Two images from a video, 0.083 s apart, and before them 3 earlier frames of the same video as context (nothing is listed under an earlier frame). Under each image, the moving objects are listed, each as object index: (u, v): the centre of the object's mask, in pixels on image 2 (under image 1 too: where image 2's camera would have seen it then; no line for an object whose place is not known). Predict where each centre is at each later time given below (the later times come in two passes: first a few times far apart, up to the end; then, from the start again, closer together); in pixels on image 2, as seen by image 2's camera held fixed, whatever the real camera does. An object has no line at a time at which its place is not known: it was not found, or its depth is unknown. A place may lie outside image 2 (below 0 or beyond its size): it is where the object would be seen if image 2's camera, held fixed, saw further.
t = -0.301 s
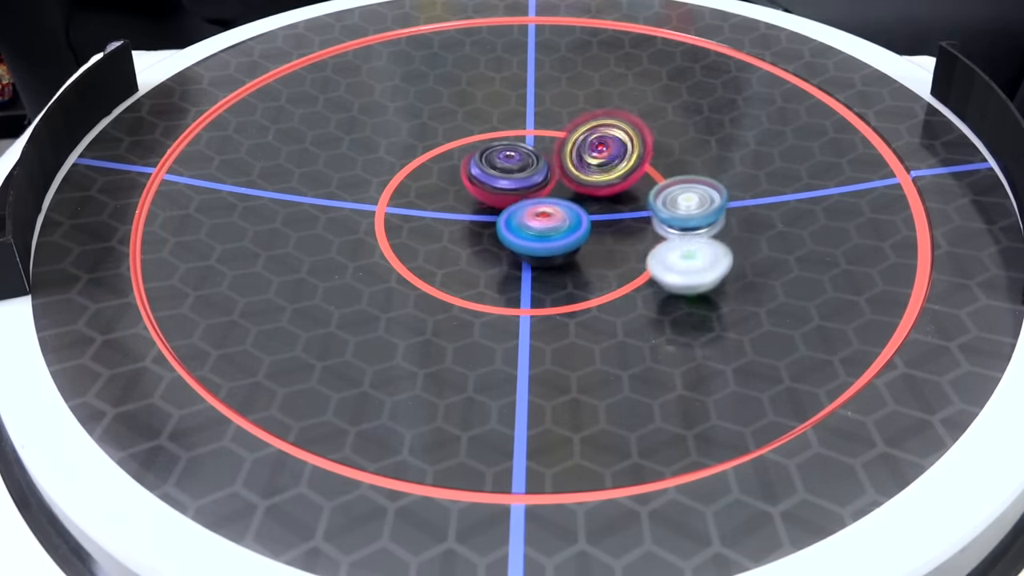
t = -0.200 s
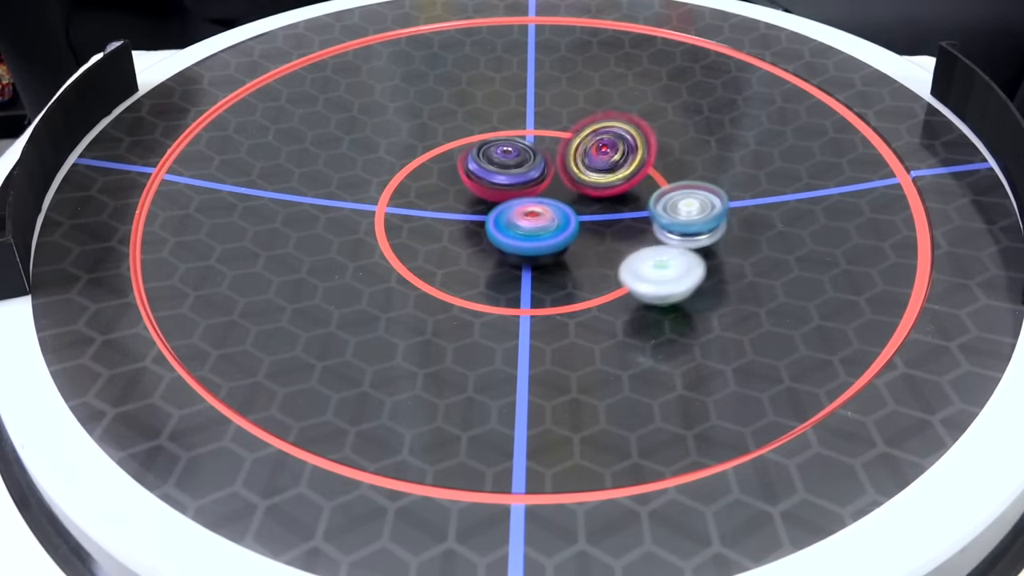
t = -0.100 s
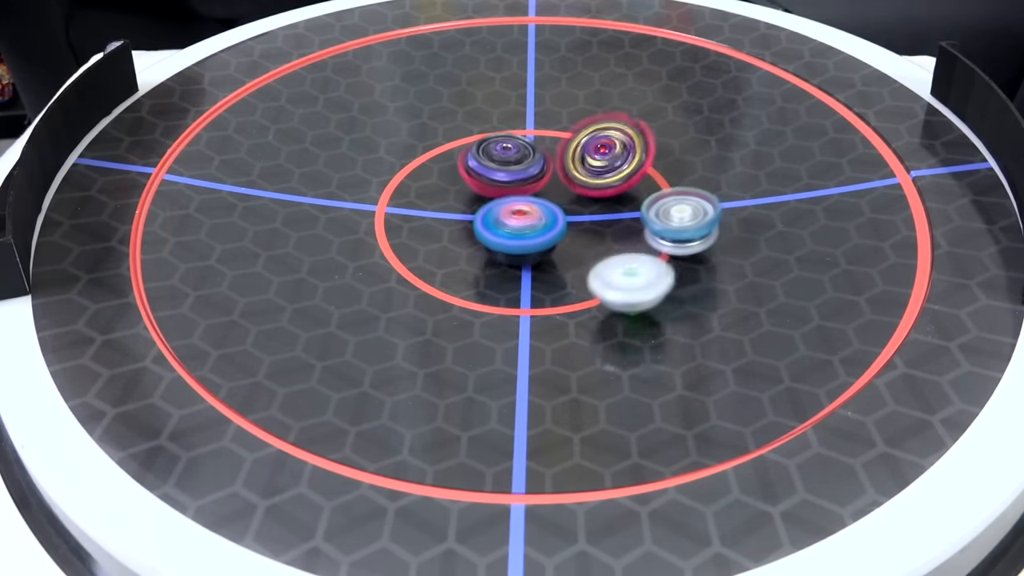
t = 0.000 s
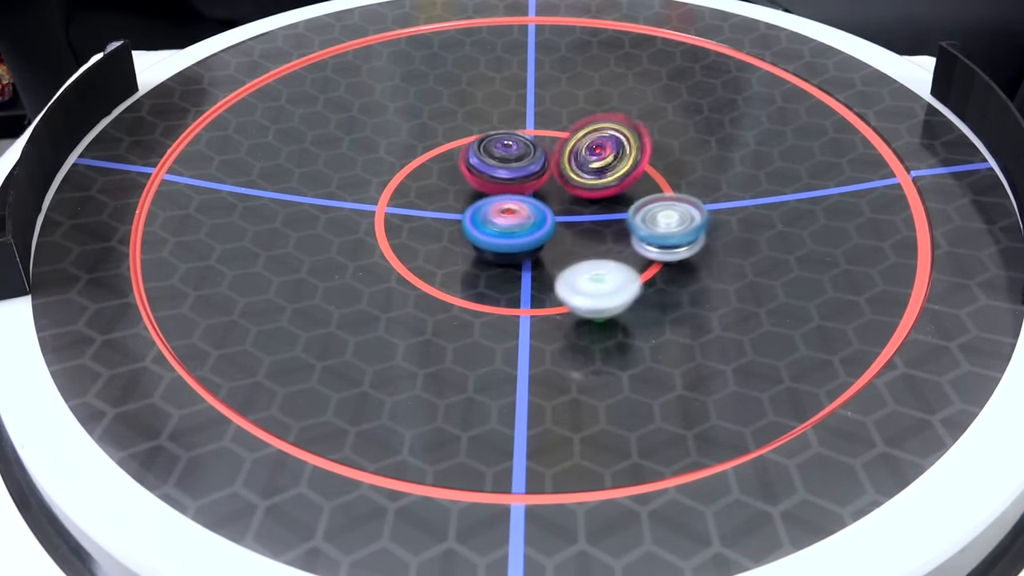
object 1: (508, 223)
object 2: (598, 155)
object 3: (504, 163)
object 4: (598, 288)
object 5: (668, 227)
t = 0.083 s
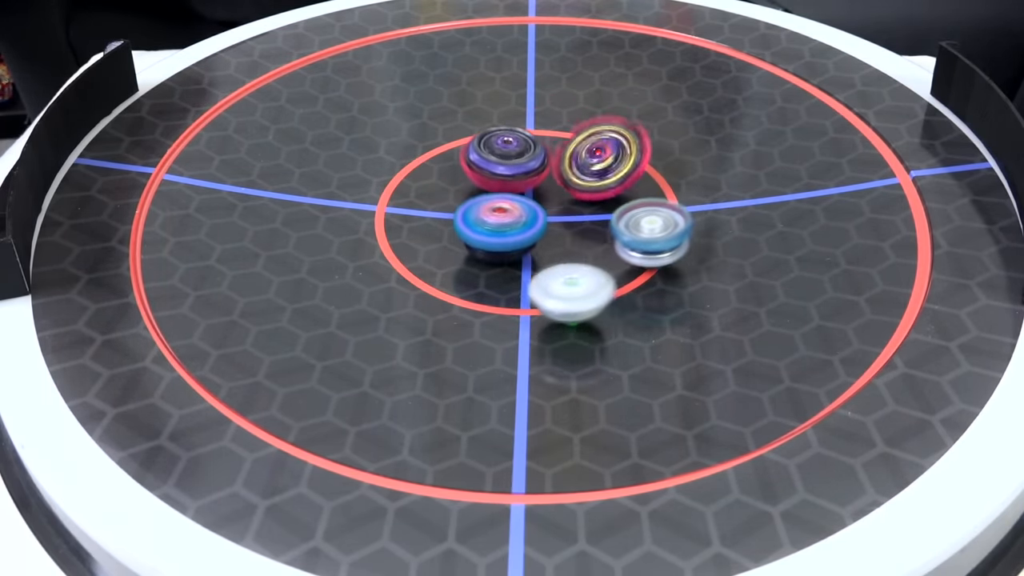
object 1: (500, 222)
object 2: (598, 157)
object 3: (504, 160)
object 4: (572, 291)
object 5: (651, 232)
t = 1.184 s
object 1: (463, 180)
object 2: (621, 212)
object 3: (559, 181)
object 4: (392, 215)
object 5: (499, 226)
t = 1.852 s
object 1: (492, 128)
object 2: (537, 252)
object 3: (569, 196)
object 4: (420, 168)
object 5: (458, 235)
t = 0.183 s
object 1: (491, 220)
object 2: (601, 160)
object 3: (506, 157)
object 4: (541, 294)
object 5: (628, 238)
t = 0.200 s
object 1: (490, 219)
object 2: (602, 160)
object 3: (508, 157)
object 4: (536, 294)
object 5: (624, 239)
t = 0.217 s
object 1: (489, 219)
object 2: (604, 161)
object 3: (508, 156)
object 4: (531, 294)
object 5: (619, 240)
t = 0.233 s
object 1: (488, 219)
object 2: (604, 162)
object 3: (508, 156)
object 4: (526, 294)
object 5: (615, 241)
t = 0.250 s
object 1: (487, 218)
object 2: (604, 162)
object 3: (509, 156)
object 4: (522, 294)
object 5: (611, 241)
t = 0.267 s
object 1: (486, 218)
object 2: (604, 163)
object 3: (510, 156)
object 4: (517, 294)
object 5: (607, 242)
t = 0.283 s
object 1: (485, 217)
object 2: (605, 163)
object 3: (510, 156)
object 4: (512, 294)
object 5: (604, 241)
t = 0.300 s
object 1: (484, 217)
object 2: (606, 164)
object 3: (511, 156)
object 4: (508, 294)
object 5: (600, 241)
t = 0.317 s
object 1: (483, 217)
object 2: (607, 164)
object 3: (512, 156)
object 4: (504, 294)
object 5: (597, 241)
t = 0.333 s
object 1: (483, 216)
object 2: (608, 165)
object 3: (513, 156)
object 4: (499, 294)
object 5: (594, 240)
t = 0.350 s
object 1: (482, 216)
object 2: (607, 166)
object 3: (513, 156)
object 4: (495, 294)
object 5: (591, 240)
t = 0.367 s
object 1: (482, 215)
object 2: (608, 166)
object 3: (514, 156)
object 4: (491, 293)
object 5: (589, 239)
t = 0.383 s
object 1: (482, 215)
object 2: (609, 166)
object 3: (515, 157)
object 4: (486, 292)
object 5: (586, 238)
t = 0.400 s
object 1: (481, 214)
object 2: (611, 166)
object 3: (516, 157)
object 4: (482, 292)
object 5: (584, 238)
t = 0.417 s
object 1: (481, 214)
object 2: (611, 168)
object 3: (517, 157)
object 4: (478, 291)
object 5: (581, 238)
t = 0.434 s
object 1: (480, 213)
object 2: (611, 168)
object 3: (518, 158)
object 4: (474, 290)
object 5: (578, 237)
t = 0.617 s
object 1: (478, 204)
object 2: (615, 176)
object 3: (530, 162)
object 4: (434, 279)
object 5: (543, 240)
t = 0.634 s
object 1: (478, 203)
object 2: (616, 177)
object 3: (532, 162)
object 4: (431, 278)
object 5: (539, 241)
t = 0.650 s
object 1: (478, 202)
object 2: (617, 178)
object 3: (533, 163)
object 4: (427, 276)
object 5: (536, 242)
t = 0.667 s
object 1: (477, 201)
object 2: (617, 178)
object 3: (534, 163)
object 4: (424, 275)
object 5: (533, 242)
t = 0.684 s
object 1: (475, 200)
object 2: (617, 180)
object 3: (536, 163)
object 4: (422, 273)
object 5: (530, 243)
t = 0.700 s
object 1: (474, 200)
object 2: (618, 182)
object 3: (538, 164)
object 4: (419, 272)
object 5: (527, 243)
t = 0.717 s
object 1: (473, 199)
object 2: (617, 183)
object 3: (538, 164)
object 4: (416, 270)
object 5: (524, 243)
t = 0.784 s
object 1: (469, 196)
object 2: (621, 188)
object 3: (543, 167)
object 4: (406, 263)
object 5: (515, 243)
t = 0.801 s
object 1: (468, 195)
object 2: (622, 189)
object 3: (543, 167)
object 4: (403, 261)
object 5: (513, 242)
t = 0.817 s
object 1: (467, 195)
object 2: (621, 190)
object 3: (545, 167)
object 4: (401, 260)
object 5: (511, 241)
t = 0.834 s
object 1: (467, 194)
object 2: (623, 192)
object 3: (546, 168)
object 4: (399, 258)
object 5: (510, 241)
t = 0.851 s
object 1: (466, 193)
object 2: (623, 192)
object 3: (546, 169)
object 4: (397, 256)
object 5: (510, 240)
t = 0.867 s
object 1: (466, 193)
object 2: (624, 193)
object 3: (548, 170)
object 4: (396, 254)
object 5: (510, 239)
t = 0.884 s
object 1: (465, 192)
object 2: (625, 195)
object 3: (549, 171)
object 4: (394, 252)
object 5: (510, 237)
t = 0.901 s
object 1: (465, 192)
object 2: (624, 195)
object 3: (549, 171)
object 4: (393, 250)
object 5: (511, 237)
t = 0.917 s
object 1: (465, 191)
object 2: (625, 197)
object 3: (550, 172)
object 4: (392, 248)
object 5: (512, 236)
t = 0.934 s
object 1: (464, 190)
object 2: (625, 198)
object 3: (550, 172)
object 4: (391, 246)
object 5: (513, 235)
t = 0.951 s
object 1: (464, 190)
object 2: (625, 198)
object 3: (551, 173)
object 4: (389, 244)
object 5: (514, 234)
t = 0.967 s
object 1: (465, 189)
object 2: (626, 199)
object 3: (552, 173)
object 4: (388, 242)
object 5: (515, 233)
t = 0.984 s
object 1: (464, 189)
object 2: (626, 199)
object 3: (553, 174)
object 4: (388, 240)
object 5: (515, 233)
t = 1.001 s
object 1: (464, 188)
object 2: (626, 200)
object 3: (554, 175)
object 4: (387, 238)
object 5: (515, 232)
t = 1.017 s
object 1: (464, 187)
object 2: (626, 202)
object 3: (555, 175)
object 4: (387, 236)
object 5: (514, 231)
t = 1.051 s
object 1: (464, 186)
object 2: (625, 203)
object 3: (556, 176)
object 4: (387, 232)
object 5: (512, 230)
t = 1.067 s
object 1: (463, 185)
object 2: (625, 203)
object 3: (556, 177)
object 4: (387, 230)
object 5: (511, 229)
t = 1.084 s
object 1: (463, 185)
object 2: (625, 205)
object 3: (557, 178)
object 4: (387, 228)
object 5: (509, 229)
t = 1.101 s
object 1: (462, 184)
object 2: (624, 206)
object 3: (558, 178)
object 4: (387, 226)
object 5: (508, 228)
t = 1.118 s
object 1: (462, 183)
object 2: (624, 207)
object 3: (558, 179)
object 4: (388, 224)
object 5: (506, 227)
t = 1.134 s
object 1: (462, 182)
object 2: (623, 208)
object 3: (558, 179)
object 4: (389, 221)
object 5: (505, 227)
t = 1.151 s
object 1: (462, 181)
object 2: (623, 209)
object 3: (558, 180)
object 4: (390, 219)
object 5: (503, 227)
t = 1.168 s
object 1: (462, 181)
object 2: (622, 211)
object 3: (559, 181)
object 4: (391, 217)
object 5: (501, 226)
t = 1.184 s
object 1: (463, 180)
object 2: (621, 212)
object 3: (559, 181)
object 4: (392, 215)
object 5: (499, 226)
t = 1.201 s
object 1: (463, 179)
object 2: (620, 214)
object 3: (559, 182)
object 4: (393, 213)
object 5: (498, 226)
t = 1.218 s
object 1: (463, 178)
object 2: (618, 215)
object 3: (559, 182)
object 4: (395, 211)
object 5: (496, 226)
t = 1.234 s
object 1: (464, 177)
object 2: (617, 216)
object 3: (559, 183)
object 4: (396, 209)
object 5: (494, 226)
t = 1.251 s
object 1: (465, 176)
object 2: (617, 217)
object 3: (559, 183)
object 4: (398, 207)
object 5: (493, 226)
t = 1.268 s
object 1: (465, 175)
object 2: (615, 218)
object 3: (558, 184)
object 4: (400, 206)
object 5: (491, 226)
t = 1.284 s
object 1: (467, 173)
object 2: (615, 219)
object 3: (558, 184)
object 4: (398, 205)
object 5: (490, 226)
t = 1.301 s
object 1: (470, 172)
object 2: (613, 220)
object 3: (559, 185)
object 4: (393, 204)
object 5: (489, 225)
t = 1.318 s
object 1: (471, 169)
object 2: (611, 221)
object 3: (560, 186)
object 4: (390, 204)
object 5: (489, 225)
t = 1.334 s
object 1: (471, 167)
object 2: (611, 221)
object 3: (560, 187)
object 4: (387, 204)
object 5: (488, 224)
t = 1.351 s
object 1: (471, 165)
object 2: (610, 223)
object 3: (561, 188)
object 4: (384, 203)
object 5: (487, 224)
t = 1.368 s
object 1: (472, 162)
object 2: (609, 224)
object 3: (561, 188)
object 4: (382, 203)
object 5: (487, 223)
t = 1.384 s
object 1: (472, 160)
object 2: (607, 226)
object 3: (562, 189)
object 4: (381, 202)
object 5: (487, 223)
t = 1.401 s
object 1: (473, 158)
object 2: (604, 228)
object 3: (562, 189)
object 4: (381, 202)
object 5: (487, 222)
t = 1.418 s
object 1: (473, 157)
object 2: (602, 230)
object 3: (562, 190)
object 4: (380, 202)
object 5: (488, 221)
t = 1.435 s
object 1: (474, 154)
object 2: (600, 231)
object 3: (562, 191)
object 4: (380, 201)
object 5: (488, 221)
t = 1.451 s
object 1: (474, 153)
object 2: (597, 233)
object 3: (562, 191)
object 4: (380, 200)
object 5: (489, 220)
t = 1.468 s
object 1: (474, 151)
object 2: (595, 234)
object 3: (563, 192)
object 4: (381, 200)
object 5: (489, 219)
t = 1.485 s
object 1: (475, 150)
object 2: (592, 236)
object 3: (562, 192)
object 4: (381, 199)
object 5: (490, 219)
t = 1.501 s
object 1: (476, 148)
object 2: (589, 238)
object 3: (562, 192)
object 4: (382, 199)
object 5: (490, 218)
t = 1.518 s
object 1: (476, 147)
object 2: (586, 239)
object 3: (562, 193)
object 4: (383, 198)
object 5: (490, 217)
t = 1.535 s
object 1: (477, 146)
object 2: (583, 240)
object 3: (564, 193)
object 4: (384, 198)
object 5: (483, 218)
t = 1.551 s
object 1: (478, 144)
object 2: (581, 241)
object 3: (566, 193)
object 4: (386, 197)
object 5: (475, 218)
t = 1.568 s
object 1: (478, 142)
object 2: (578, 243)
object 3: (568, 193)
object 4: (387, 197)
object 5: (468, 218)
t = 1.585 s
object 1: (479, 141)
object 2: (575, 244)
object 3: (570, 193)
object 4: (388, 196)
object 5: (461, 219)
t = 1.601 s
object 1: (480, 140)
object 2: (572, 244)
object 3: (571, 193)
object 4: (390, 195)
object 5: (456, 220)
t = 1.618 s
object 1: (481, 139)
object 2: (570, 245)
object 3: (571, 194)
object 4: (390, 192)
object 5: (452, 221)
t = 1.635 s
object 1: (482, 138)
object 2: (567, 246)
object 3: (571, 194)
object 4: (389, 189)
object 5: (450, 225)
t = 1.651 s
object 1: (483, 137)
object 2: (565, 246)
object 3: (572, 194)
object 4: (390, 187)
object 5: (448, 228)
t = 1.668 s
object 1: (483, 136)
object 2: (563, 247)
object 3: (573, 194)
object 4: (391, 184)
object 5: (447, 230)
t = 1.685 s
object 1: (484, 135)
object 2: (561, 247)
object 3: (572, 194)
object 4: (392, 183)
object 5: (446, 231)
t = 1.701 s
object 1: (485, 134)
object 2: (558, 248)
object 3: (572, 195)
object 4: (394, 180)
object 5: (446, 233)
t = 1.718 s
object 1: (486, 133)
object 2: (556, 248)
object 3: (572, 195)
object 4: (396, 178)
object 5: (447, 234)
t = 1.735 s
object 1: (486, 132)
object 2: (553, 249)
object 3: (572, 195)
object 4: (399, 177)
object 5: (447, 235)
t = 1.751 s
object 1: (487, 131)
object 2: (551, 249)
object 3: (572, 195)
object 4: (401, 175)
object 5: (448, 235)
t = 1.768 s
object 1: (488, 130)
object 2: (548, 250)
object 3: (571, 195)
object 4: (404, 174)
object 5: (450, 236)
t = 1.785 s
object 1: (489, 129)
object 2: (546, 250)
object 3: (571, 195)
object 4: (407, 173)
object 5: (451, 236)
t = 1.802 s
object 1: (490, 129)
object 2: (544, 250)
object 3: (571, 196)
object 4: (410, 171)
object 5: (453, 236)
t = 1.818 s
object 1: (491, 129)
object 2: (542, 251)
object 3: (570, 195)
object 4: (413, 170)
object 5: (454, 236)
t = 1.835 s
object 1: (492, 128)
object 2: (539, 251)
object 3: (570, 195)
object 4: (417, 169)
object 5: (456, 235)
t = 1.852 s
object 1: (492, 128)
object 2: (537, 252)
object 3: (569, 196)
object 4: (420, 168)
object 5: (458, 235)
